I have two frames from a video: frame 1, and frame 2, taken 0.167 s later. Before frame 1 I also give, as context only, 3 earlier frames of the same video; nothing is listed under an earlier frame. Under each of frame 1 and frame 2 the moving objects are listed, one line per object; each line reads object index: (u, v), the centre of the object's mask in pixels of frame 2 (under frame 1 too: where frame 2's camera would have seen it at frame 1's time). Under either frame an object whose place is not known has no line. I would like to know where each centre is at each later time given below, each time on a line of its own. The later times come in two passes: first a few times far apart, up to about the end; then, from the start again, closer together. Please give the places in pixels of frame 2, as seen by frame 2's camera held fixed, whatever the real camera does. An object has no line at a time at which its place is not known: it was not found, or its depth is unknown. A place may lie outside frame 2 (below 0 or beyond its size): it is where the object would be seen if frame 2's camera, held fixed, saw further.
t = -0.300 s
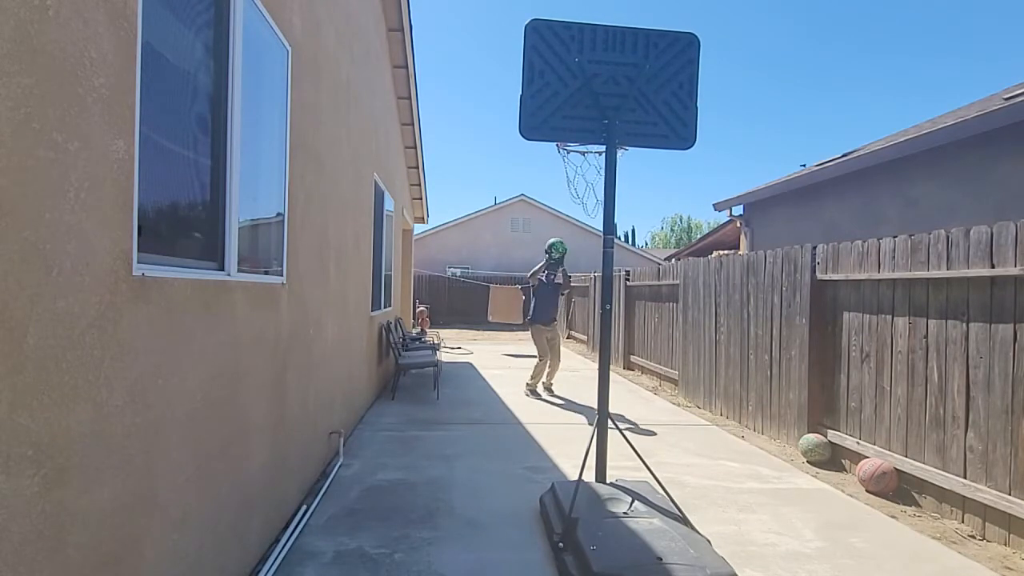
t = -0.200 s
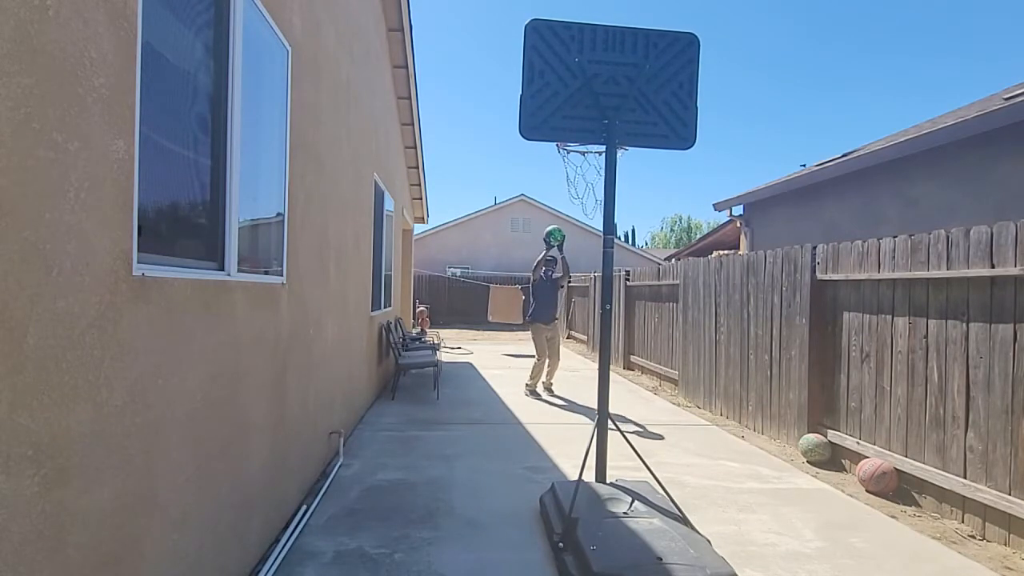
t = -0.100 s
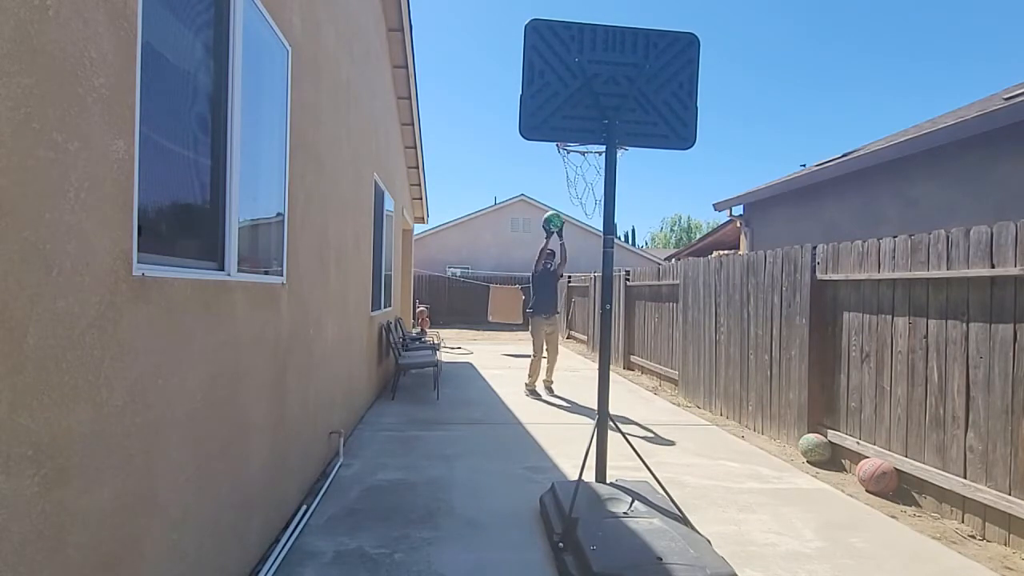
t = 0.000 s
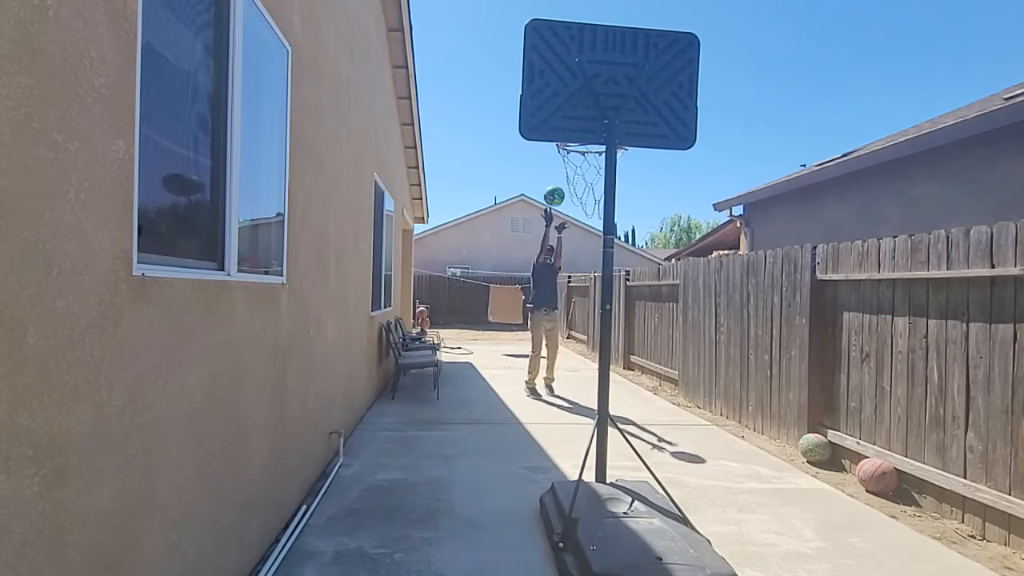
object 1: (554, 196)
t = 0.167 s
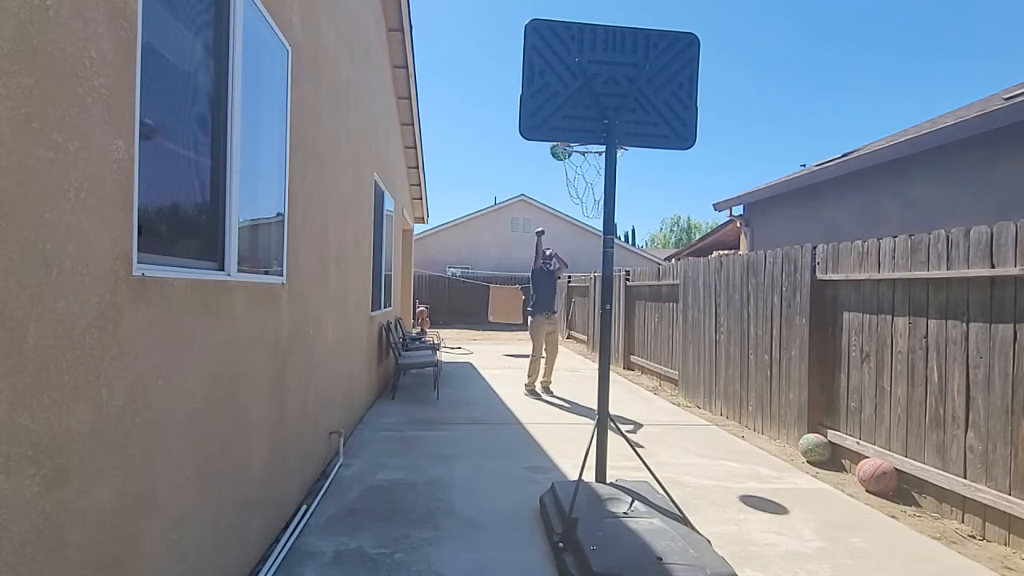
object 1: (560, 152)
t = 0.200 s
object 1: (560, 146)
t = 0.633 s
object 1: (593, 149)
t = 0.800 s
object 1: (584, 207)
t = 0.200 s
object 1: (560, 146)
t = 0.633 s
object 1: (593, 149)
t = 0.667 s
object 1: (593, 154)
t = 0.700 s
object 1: (591, 164)
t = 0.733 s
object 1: (589, 178)
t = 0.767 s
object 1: (587, 193)
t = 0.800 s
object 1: (584, 207)
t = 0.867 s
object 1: (577, 241)
